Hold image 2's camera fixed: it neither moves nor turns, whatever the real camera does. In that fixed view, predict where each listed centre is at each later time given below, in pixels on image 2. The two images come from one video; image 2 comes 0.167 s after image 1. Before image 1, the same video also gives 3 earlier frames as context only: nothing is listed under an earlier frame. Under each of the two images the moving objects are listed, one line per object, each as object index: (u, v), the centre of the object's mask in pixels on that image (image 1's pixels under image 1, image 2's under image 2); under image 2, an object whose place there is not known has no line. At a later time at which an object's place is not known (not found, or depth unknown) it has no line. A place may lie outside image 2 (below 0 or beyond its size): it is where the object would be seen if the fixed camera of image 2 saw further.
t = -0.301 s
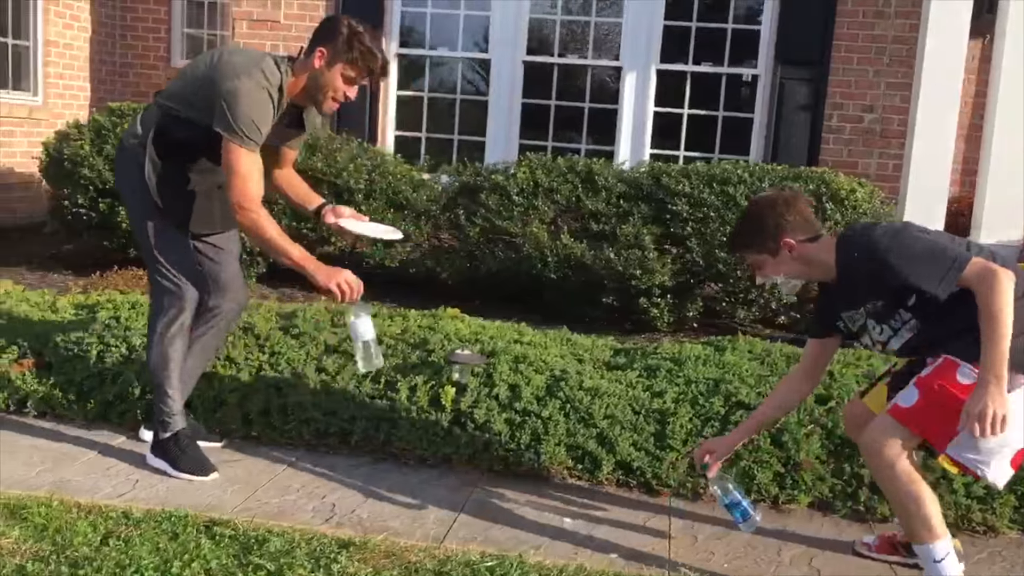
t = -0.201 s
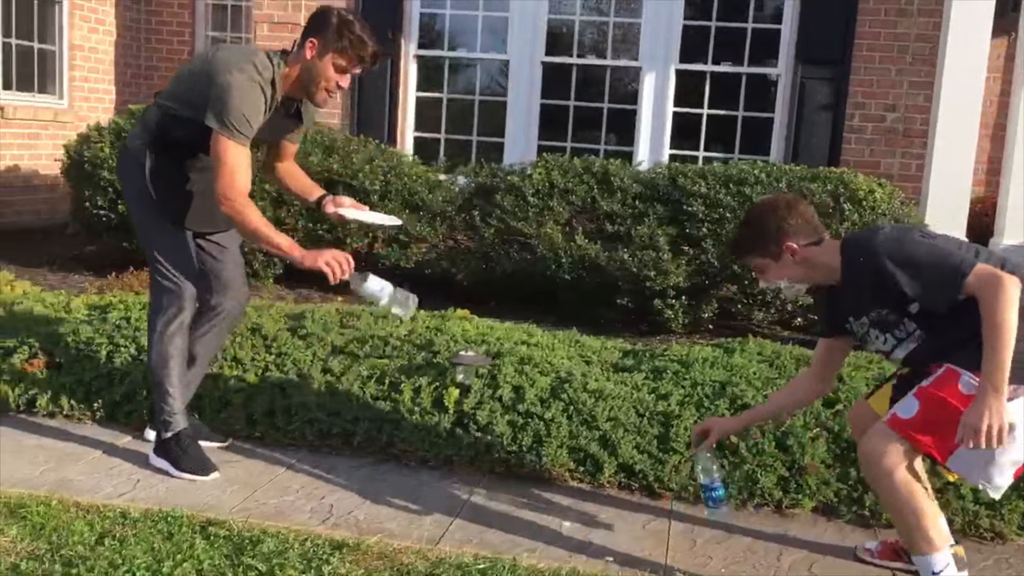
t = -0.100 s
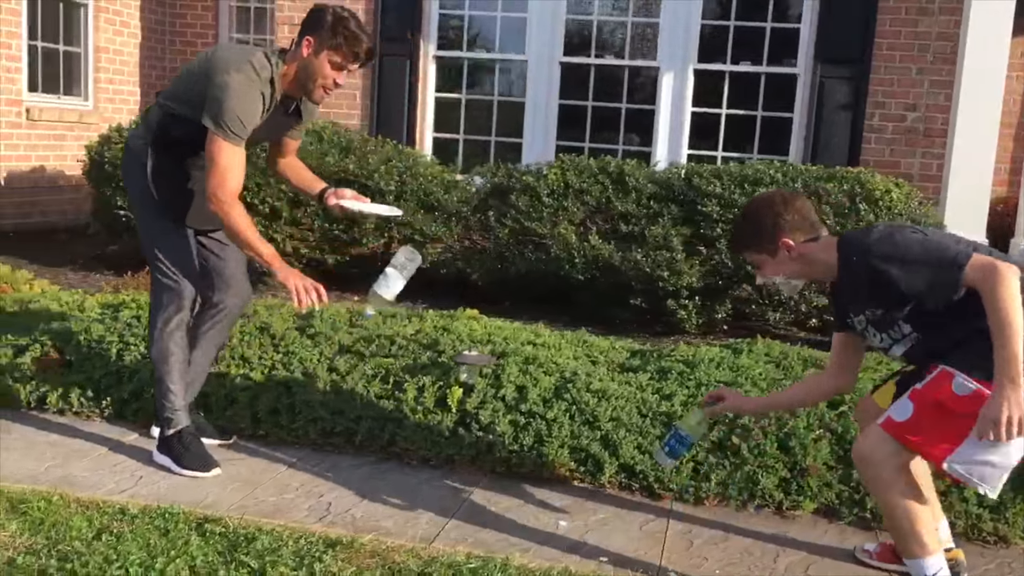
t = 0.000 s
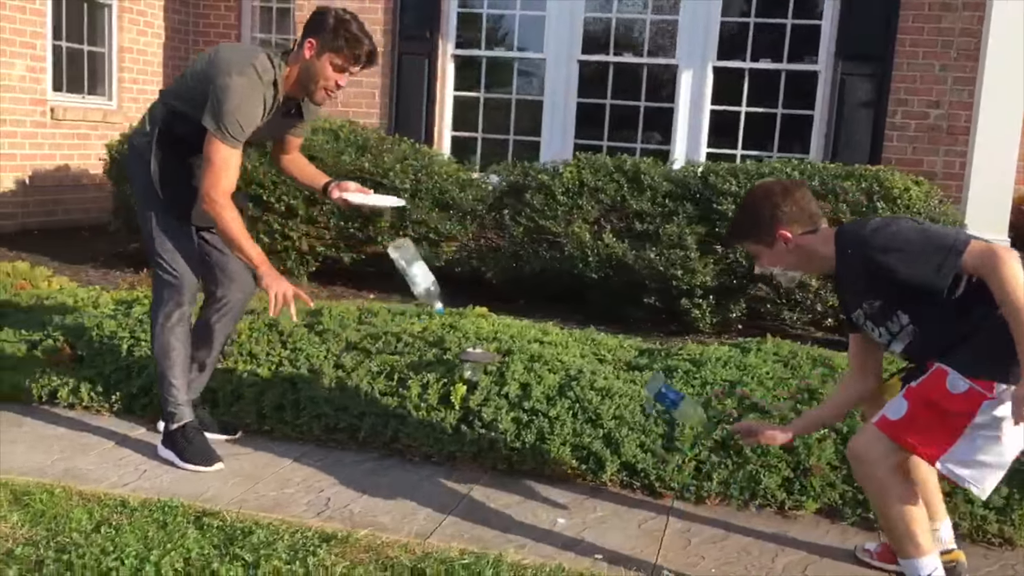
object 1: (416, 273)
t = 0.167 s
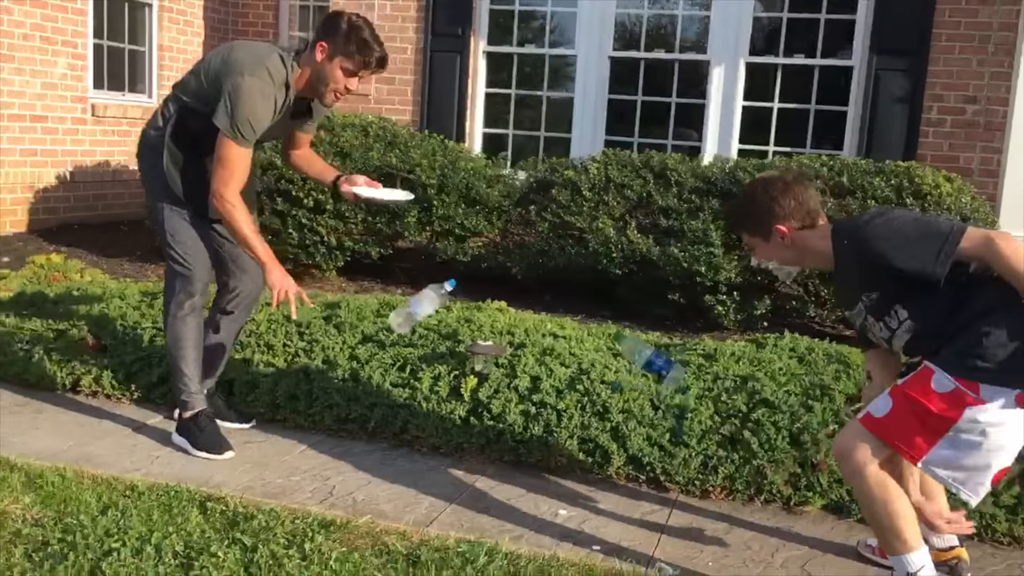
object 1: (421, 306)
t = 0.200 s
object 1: (416, 327)
